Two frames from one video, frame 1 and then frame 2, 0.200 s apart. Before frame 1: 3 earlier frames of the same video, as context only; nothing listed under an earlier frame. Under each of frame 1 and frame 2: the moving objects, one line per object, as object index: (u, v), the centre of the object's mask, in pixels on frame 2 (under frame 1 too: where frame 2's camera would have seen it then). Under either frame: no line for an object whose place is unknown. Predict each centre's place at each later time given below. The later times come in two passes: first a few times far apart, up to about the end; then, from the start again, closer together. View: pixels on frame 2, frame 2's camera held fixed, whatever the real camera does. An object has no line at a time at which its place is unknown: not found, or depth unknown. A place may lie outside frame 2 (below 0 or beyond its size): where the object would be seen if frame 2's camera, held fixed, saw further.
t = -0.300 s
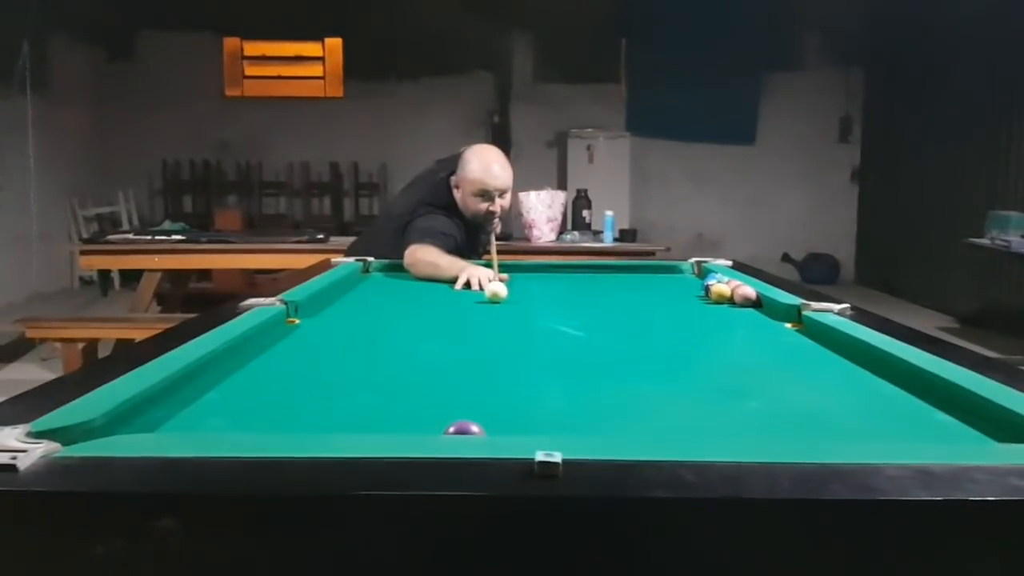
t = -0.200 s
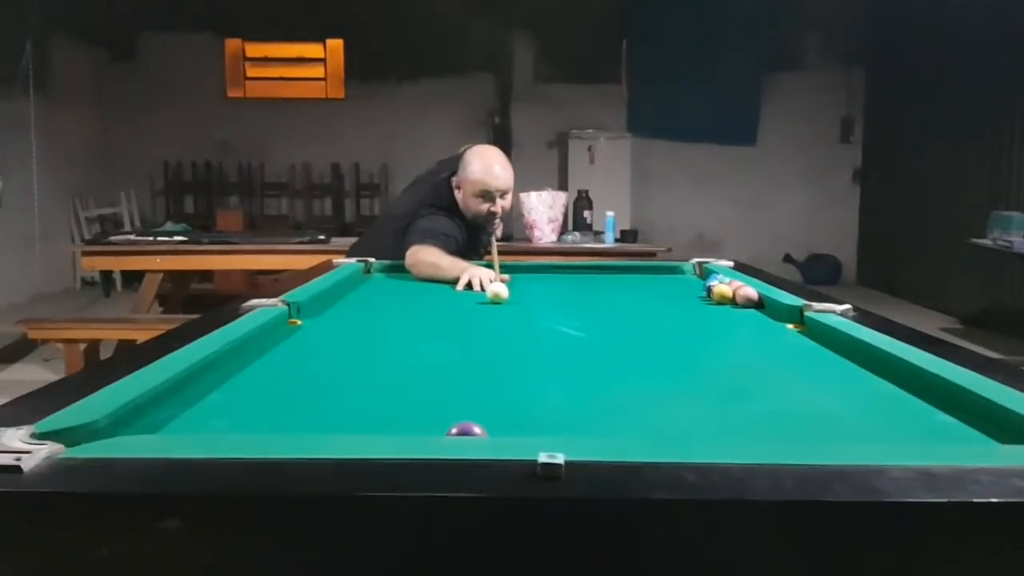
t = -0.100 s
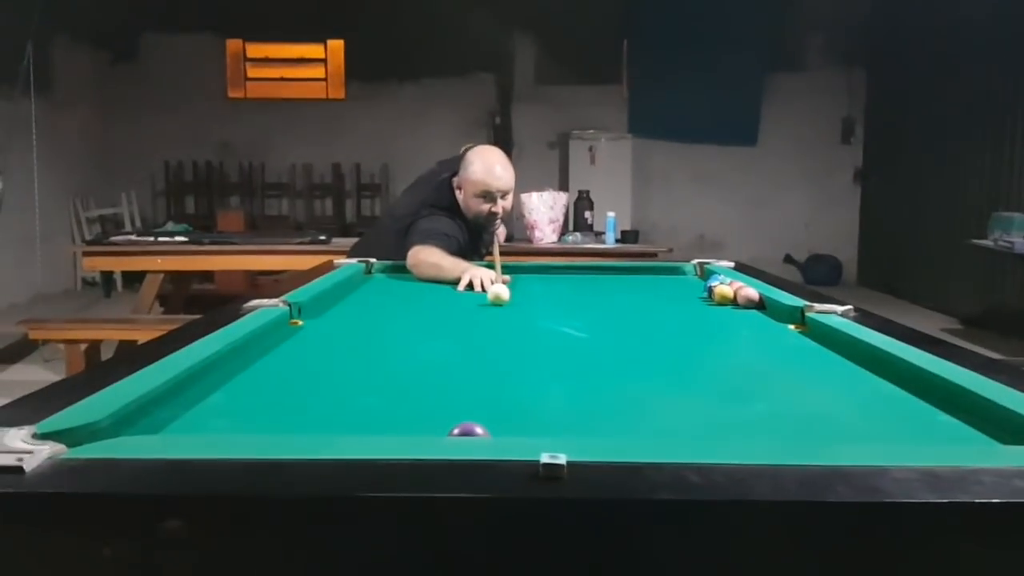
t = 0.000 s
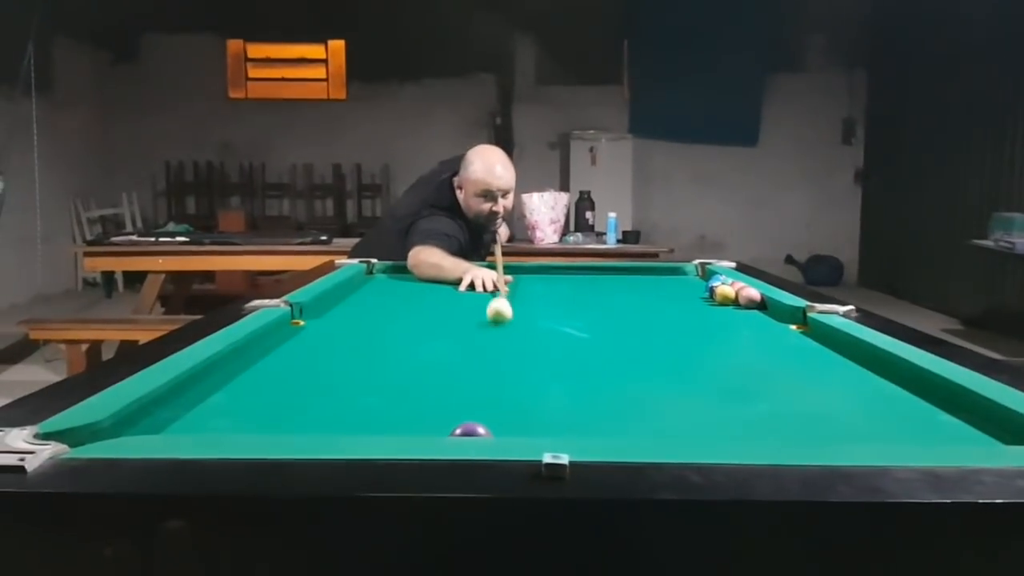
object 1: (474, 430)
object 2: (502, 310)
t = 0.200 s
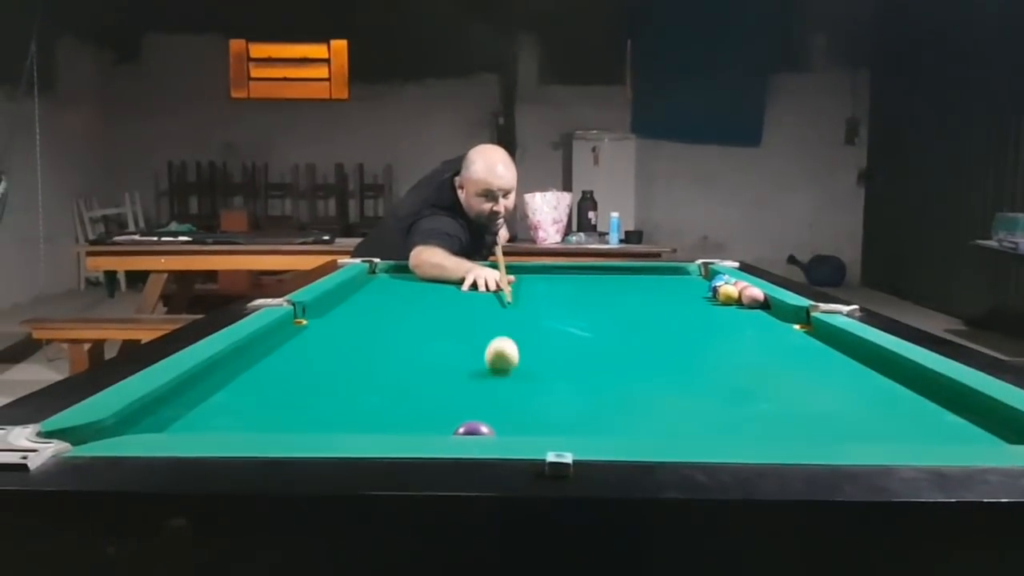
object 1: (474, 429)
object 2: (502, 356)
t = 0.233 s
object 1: (474, 429)
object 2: (502, 365)
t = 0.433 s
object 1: (466, 428)
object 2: (511, 424)
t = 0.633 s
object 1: (405, 411)
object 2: (645, 419)
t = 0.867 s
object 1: (354, 384)
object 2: (763, 405)
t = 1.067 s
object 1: (320, 366)
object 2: (849, 391)
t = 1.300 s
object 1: (289, 349)
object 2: (912, 378)
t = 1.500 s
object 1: (273, 337)
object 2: (831, 364)
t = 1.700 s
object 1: (307, 329)
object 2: (766, 354)
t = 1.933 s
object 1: (339, 322)
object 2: (701, 343)
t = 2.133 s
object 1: (364, 316)
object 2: (655, 335)
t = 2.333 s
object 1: (385, 311)
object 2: (615, 329)
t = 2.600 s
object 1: (411, 306)
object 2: (571, 321)
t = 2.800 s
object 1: (426, 302)
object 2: (543, 317)
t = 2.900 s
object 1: (433, 300)
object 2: (530, 315)
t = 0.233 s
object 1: (474, 429)
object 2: (502, 365)
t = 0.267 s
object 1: (474, 429)
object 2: (502, 375)
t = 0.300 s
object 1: (474, 429)
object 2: (502, 385)
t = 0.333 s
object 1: (474, 429)
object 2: (502, 396)
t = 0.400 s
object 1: (473, 429)
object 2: (505, 416)
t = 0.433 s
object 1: (466, 428)
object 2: (511, 424)
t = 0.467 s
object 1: (455, 426)
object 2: (536, 427)
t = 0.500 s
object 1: (443, 423)
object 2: (562, 426)
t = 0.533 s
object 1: (433, 420)
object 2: (585, 424)
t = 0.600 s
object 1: (414, 414)
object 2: (626, 420)
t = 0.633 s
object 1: (405, 411)
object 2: (645, 419)
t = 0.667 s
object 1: (397, 407)
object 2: (663, 418)
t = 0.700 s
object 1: (389, 403)
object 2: (680, 416)
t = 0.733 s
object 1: (381, 399)
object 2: (698, 414)
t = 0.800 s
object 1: (367, 391)
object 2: (731, 409)
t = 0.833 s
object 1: (360, 387)
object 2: (747, 407)
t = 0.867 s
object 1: (354, 384)
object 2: (763, 405)
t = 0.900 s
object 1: (348, 381)
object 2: (778, 402)
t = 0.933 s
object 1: (342, 377)
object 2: (793, 400)
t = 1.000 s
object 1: (330, 371)
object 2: (822, 396)
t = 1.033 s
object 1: (325, 368)
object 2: (835, 394)
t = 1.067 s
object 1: (320, 366)
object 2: (849, 391)
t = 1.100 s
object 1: (315, 363)
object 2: (862, 390)
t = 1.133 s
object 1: (311, 361)
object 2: (875, 387)
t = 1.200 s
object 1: (301, 356)
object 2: (899, 384)
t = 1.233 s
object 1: (297, 354)
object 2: (910, 381)
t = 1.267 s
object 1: (293, 352)
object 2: (921, 380)
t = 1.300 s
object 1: (289, 349)
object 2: (912, 378)
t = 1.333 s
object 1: (286, 347)
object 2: (895, 374)
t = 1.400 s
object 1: (277, 343)
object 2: (869, 371)
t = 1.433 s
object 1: (273, 341)
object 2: (856, 368)
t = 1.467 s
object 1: (270, 339)
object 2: (843, 367)
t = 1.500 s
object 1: (273, 337)
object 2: (831, 364)
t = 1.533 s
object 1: (278, 336)
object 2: (820, 362)
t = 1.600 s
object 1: (290, 333)
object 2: (797, 359)
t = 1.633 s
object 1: (296, 332)
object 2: (786, 357)
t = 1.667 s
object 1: (301, 331)
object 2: (776, 355)
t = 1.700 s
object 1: (307, 329)
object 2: (766, 354)
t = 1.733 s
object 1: (311, 328)
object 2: (756, 352)
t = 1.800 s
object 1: (321, 326)
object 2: (737, 349)
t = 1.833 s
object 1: (326, 325)
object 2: (727, 347)
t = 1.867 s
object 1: (330, 324)
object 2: (718, 345)
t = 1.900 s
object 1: (335, 322)
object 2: (710, 344)
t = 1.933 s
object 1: (339, 322)
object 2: (701, 343)
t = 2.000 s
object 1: (348, 320)
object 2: (685, 340)
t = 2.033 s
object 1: (352, 319)
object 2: (677, 339)
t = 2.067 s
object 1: (356, 318)
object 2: (670, 338)
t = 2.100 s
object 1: (360, 317)
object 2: (662, 336)
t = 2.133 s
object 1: (364, 316)
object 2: (655, 335)
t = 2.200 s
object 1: (371, 315)
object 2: (642, 333)
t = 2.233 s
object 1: (375, 314)
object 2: (635, 332)
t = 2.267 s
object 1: (379, 313)
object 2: (628, 331)
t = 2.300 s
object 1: (382, 312)
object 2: (621, 330)
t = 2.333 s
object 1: (385, 311)
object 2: (615, 329)
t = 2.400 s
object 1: (392, 309)
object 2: (603, 327)
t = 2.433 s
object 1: (396, 309)
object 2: (597, 326)
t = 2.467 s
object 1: (399, 308)
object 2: (592, 325)
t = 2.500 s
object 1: (402, 308)
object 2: (586, 324)
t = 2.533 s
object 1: (405, 307)
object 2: (581, 323)
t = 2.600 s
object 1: (411, 306)
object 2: (571, 321)
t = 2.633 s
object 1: (413, 305)
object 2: (566, 320)
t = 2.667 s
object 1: (416, 304)
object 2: (562, 320)
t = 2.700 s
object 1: (418, 303)
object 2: (557, 319)
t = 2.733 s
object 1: (421, 303)
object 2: (552, 318)
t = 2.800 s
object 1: (426, 302)
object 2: (543, 317)
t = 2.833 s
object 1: (429, 301)
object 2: (539, 316)
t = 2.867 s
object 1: (431, 301)
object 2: (535, 315)
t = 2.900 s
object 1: (433, 300)
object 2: (530, 315)
